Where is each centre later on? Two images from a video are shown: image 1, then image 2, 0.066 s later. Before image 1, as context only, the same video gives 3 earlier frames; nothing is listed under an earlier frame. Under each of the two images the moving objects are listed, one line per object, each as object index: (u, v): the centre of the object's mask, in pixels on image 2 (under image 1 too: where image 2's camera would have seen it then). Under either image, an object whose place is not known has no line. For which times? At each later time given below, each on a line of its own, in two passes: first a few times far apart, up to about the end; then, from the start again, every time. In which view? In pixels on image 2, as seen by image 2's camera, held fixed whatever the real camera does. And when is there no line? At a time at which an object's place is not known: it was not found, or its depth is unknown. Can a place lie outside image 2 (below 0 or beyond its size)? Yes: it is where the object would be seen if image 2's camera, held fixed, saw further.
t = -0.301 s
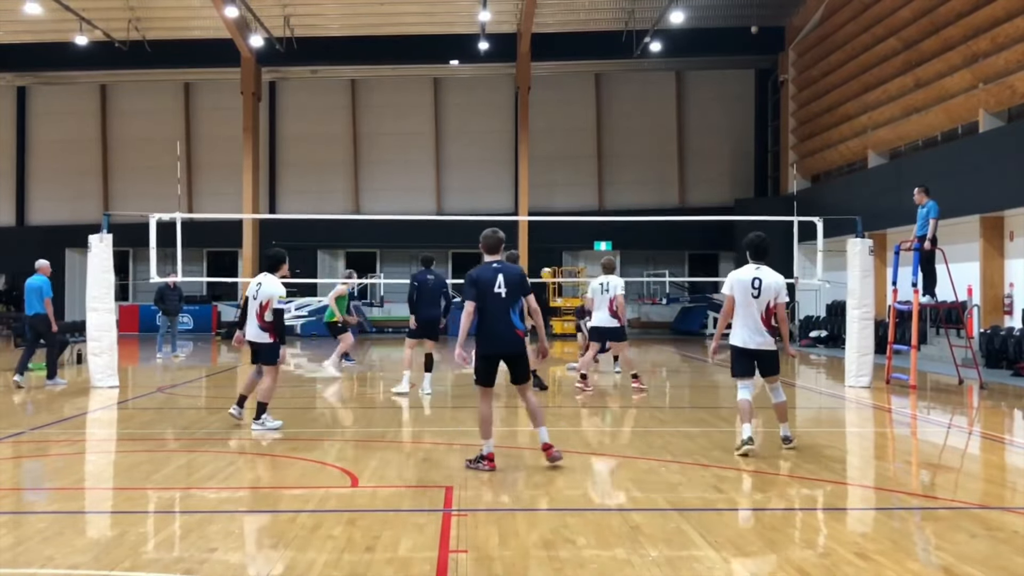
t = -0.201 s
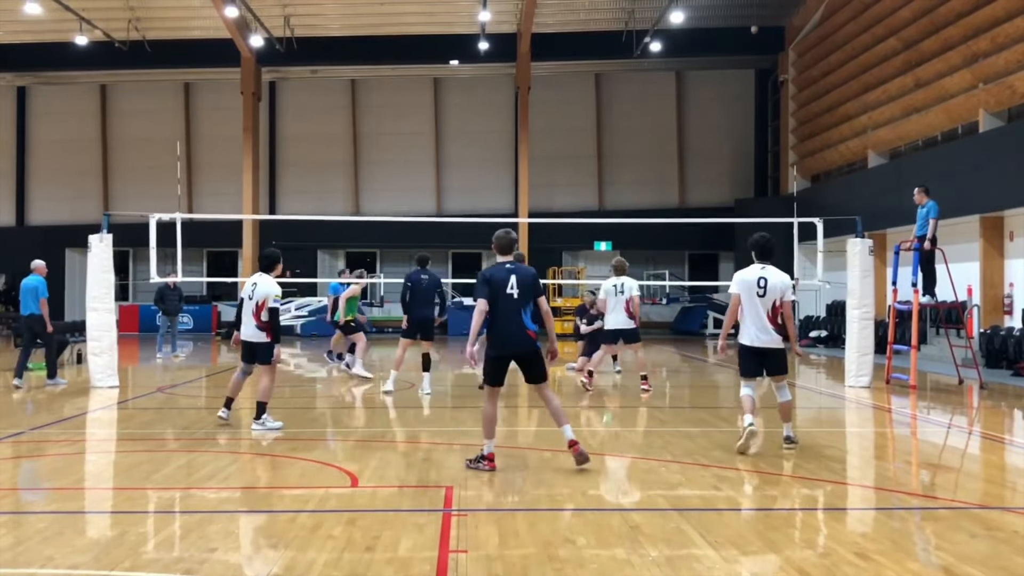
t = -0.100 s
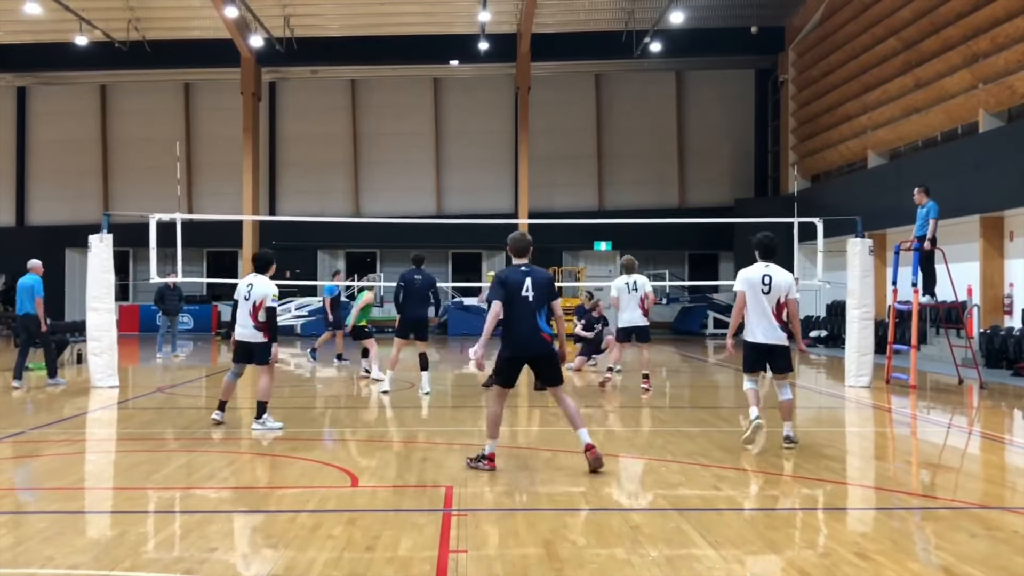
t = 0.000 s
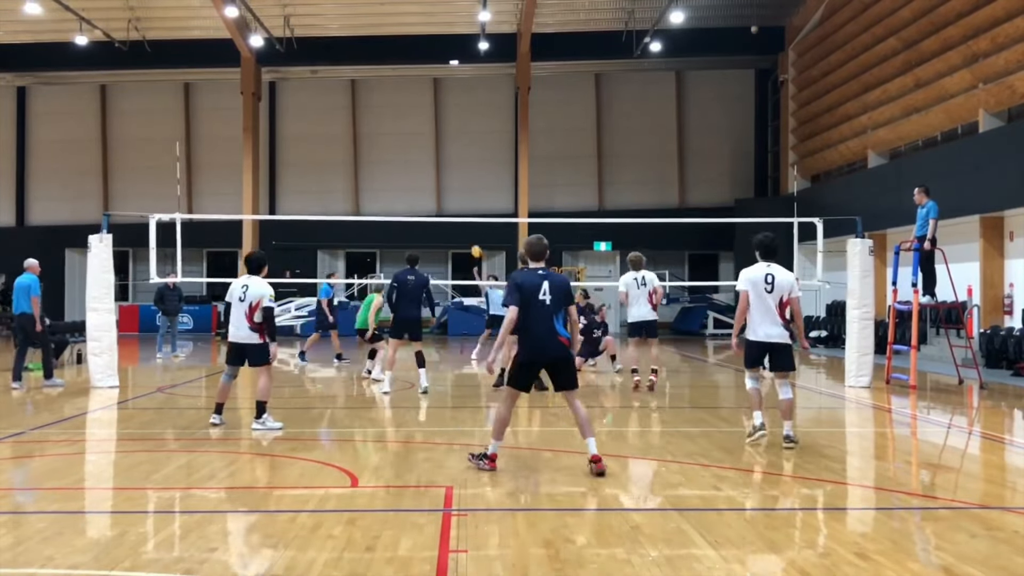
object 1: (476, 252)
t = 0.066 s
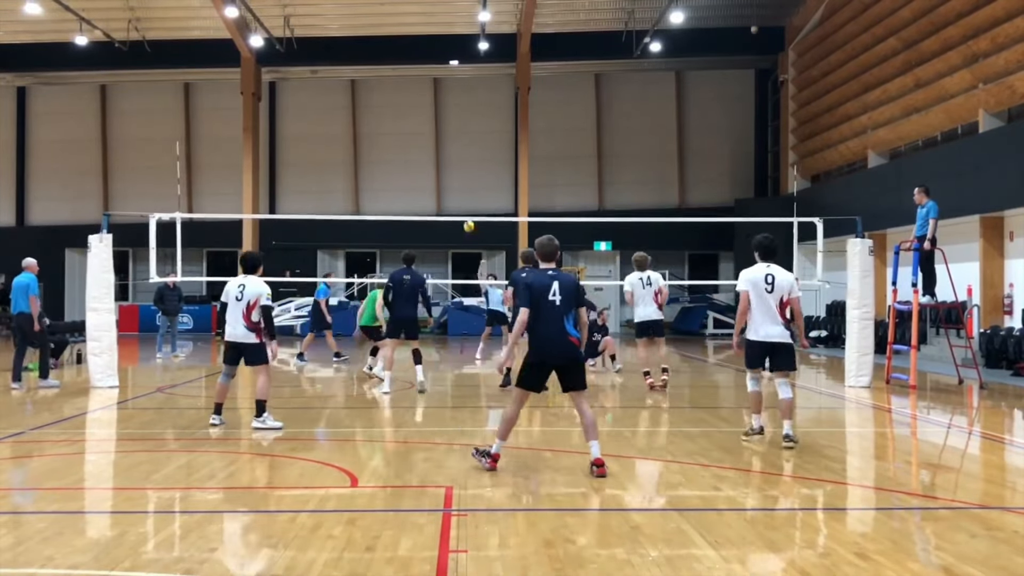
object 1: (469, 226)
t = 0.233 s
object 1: (451, 173)
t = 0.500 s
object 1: (422, 117)
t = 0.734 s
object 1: (398, 97)
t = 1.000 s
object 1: (369, 107)
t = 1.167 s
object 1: (352, 130)
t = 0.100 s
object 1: (465, 213)
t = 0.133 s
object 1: (462, 203)
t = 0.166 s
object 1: (458, 192)
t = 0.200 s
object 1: (455, 182)
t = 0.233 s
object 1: (451, 173)
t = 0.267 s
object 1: (447, 165)
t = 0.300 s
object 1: (444, 156)
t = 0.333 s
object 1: (440, 148)
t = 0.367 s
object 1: (437, 141)
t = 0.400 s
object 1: (433, 135)
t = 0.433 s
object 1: (430, 129)
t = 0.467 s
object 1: (426, 123)
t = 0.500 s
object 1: (422, 117)
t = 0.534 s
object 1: (419, 113)
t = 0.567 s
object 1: (415, 109)
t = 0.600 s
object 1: (412, 105)
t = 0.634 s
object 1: (408, 103)
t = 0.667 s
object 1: (405, 100)
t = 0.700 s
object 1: (401, 98)
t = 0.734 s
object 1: (398, 97)
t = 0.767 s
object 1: (394, 97)
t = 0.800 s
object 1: (391, 96)
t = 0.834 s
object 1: (387, 97)
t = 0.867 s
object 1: (384, 97)
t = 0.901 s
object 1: (380, 98)
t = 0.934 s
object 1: (376, 101)
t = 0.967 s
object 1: (373, 103)
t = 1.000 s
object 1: (369, 107)
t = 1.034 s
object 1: (366, 110)
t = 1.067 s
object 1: (362, 114)
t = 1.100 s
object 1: (359, 119)
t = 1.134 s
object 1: (355, 125)
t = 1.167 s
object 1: (352, 130)
